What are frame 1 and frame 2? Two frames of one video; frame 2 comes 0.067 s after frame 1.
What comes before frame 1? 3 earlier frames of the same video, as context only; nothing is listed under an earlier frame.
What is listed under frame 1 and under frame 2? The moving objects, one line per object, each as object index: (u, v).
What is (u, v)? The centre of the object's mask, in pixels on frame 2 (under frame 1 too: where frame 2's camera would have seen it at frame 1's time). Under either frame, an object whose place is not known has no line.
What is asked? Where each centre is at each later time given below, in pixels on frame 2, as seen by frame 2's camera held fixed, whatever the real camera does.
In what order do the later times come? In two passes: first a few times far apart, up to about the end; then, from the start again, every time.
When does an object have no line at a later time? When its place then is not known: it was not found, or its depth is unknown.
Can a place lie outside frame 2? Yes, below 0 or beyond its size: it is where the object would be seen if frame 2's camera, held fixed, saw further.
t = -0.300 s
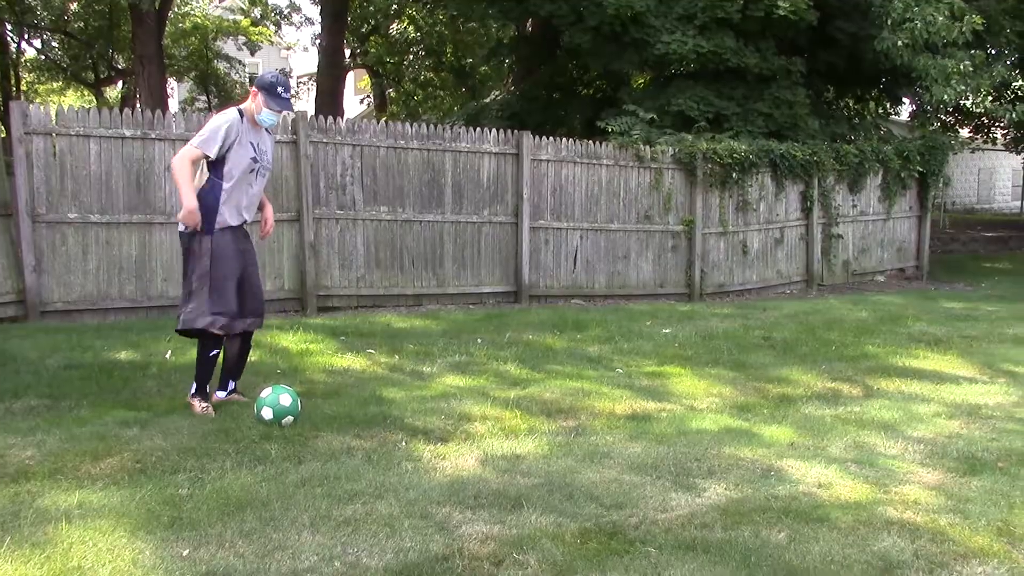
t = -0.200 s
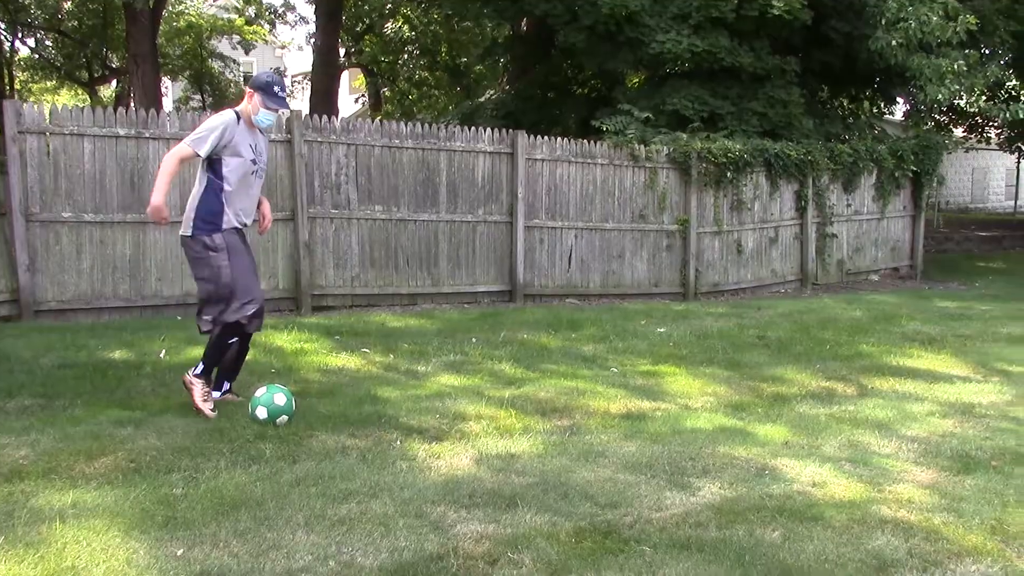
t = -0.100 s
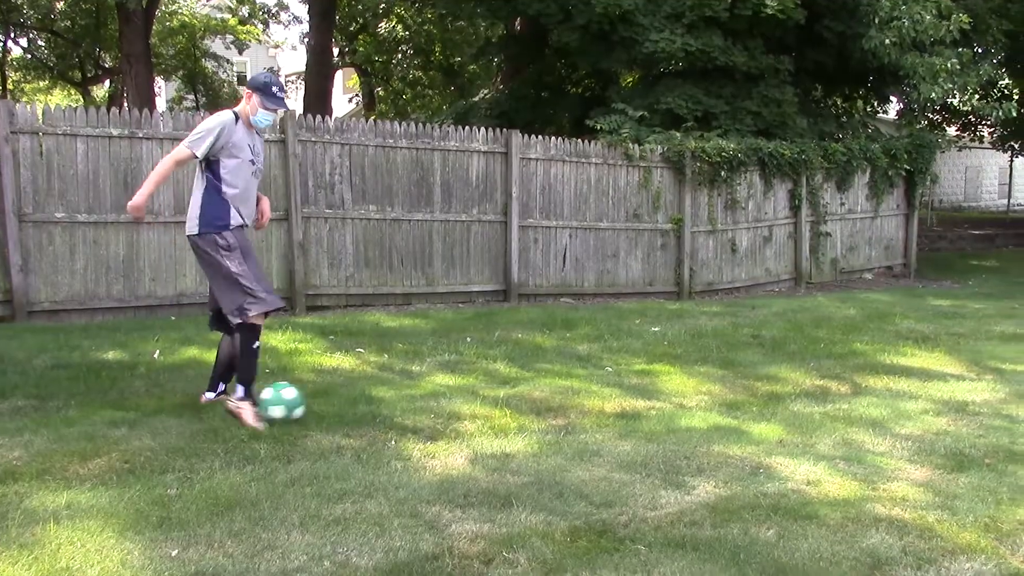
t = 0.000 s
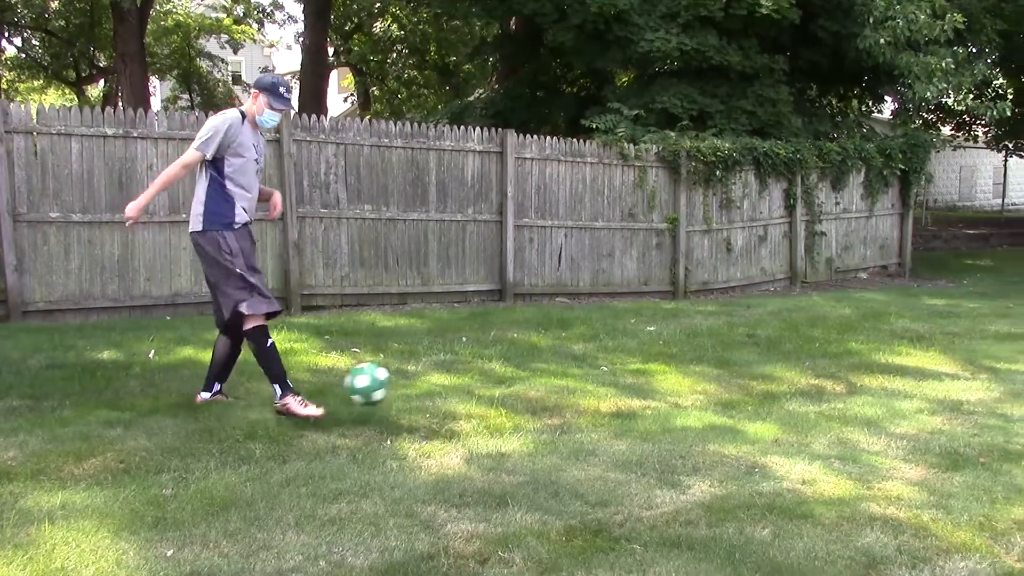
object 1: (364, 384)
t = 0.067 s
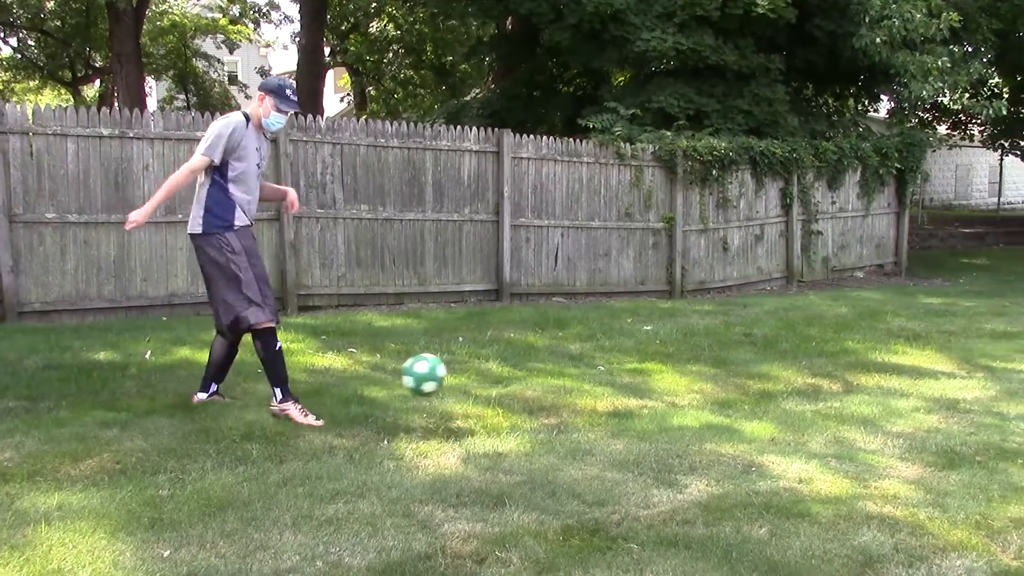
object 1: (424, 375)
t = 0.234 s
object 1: (563, 391)
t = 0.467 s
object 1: (677, 396)
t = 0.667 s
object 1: (741, 399)
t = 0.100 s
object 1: (452, 373)
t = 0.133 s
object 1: (480, 374)
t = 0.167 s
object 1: (509, 377)
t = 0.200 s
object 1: (536, 382)
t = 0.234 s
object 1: (563, 391)
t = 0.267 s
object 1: (590, 402)
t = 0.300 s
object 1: (615, 409)
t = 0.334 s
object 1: (630, 405)
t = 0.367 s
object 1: (642, 401)
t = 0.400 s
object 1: (654, 398)
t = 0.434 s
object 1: (666, 395)
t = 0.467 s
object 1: (677, 396)
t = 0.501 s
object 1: (689, 397)
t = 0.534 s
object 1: (701, 401)
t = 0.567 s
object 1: (713, 403)
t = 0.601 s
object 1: (722, 403)
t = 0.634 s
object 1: (732, 401)
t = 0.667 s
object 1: (741, 399)
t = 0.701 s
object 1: (751, 399)
